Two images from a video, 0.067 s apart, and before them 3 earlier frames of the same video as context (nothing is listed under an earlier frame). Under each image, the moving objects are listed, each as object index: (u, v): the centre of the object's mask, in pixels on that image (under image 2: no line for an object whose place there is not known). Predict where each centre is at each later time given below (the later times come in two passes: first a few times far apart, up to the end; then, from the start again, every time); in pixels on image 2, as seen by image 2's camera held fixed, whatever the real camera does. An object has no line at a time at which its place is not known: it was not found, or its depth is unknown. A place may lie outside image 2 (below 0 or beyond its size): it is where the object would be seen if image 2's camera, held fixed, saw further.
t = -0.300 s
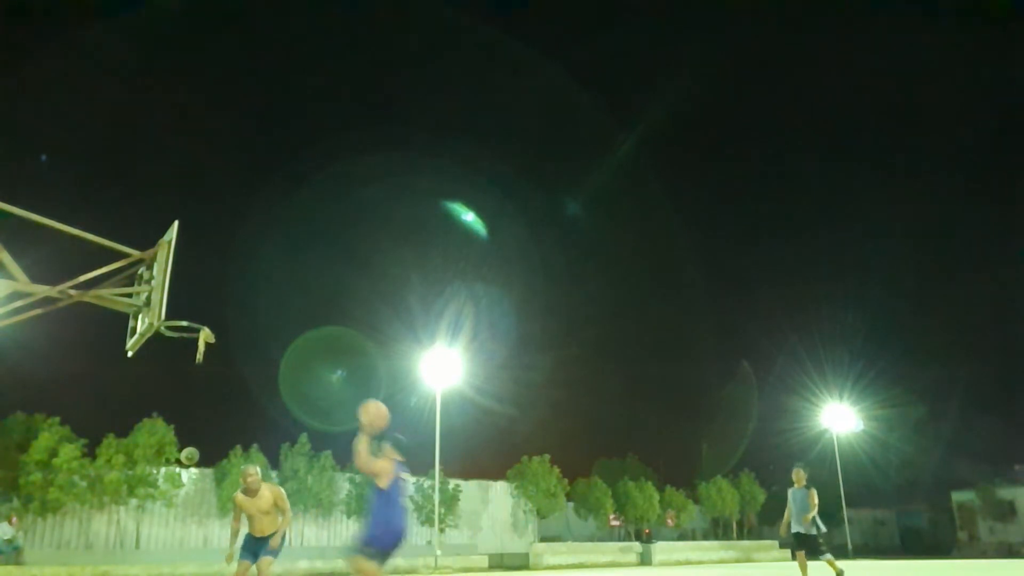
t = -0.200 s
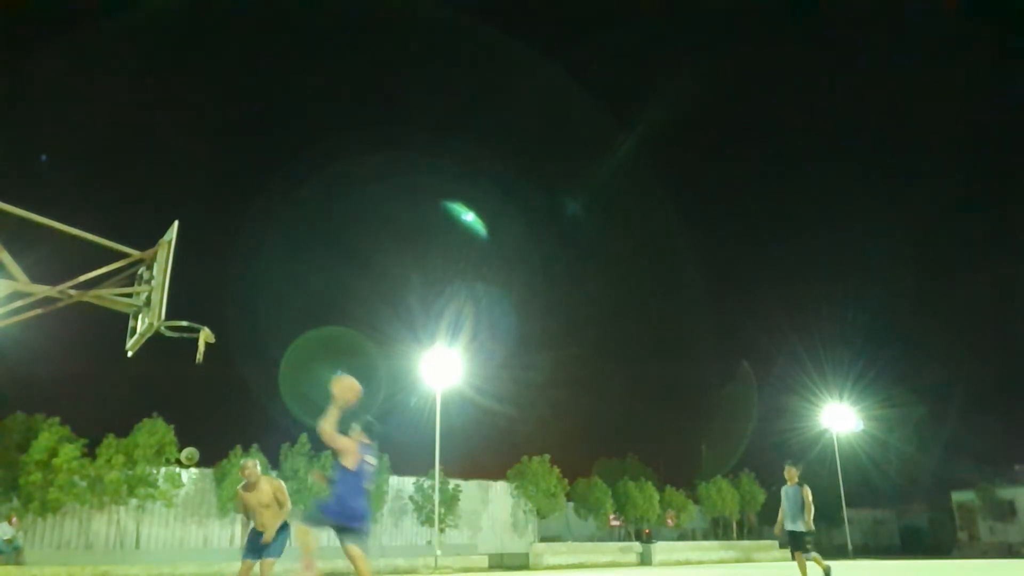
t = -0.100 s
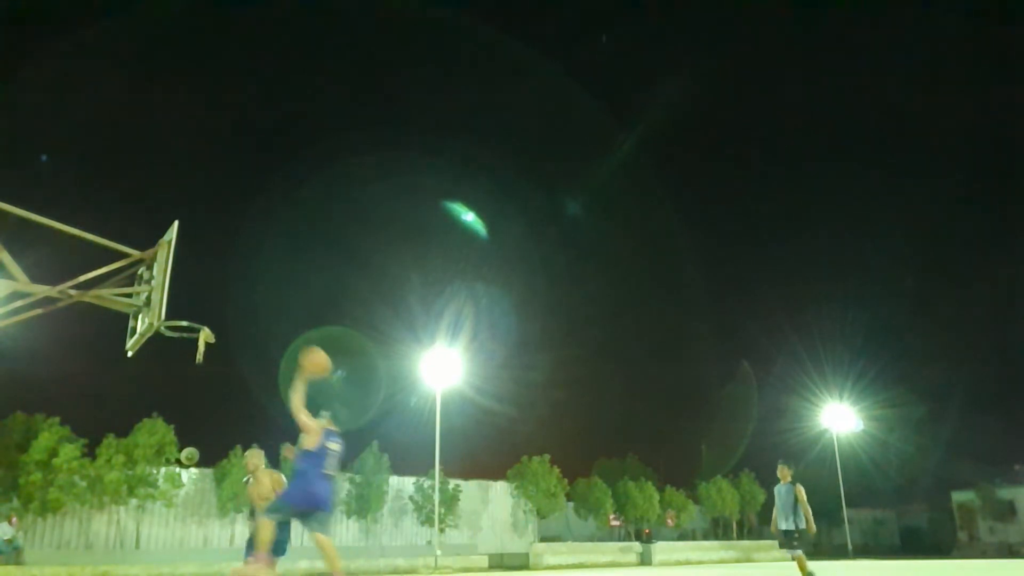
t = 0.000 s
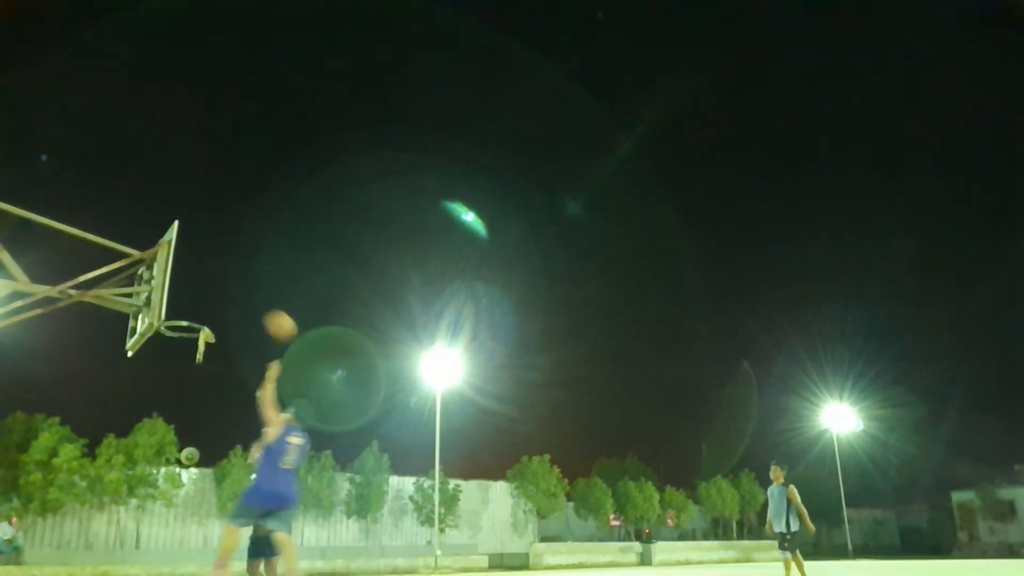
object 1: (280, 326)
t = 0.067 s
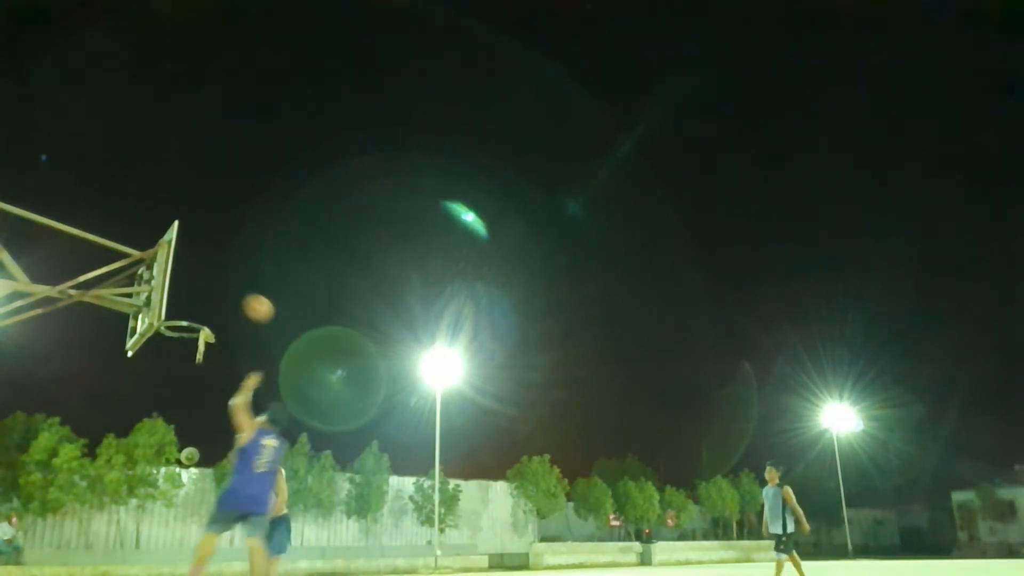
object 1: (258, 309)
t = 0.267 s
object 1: (197, 284)
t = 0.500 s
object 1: (191, 308)
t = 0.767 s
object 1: (175, 344)
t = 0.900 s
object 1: (158, 371)
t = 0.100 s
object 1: (247, 301)
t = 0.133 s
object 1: (237, 296)
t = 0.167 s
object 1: (227, 291)
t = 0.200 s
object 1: (217, 288)
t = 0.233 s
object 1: (207, 285)
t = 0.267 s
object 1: (197, 284)
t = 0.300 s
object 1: (187, 283)
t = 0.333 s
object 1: (180, 284)
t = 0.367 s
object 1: (179, 286)
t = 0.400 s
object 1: (181, 290)
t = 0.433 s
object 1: (185, 295)
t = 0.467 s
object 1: (188, 302)
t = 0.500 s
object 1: (191, 308)
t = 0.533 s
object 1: (195, 314)
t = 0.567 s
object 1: (197, 322)
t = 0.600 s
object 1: (194, 326)
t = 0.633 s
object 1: (192, 330)
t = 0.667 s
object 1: (188, 332)
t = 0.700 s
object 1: (184, 335)
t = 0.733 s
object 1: (179, 339)
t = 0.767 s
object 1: (175, 344)
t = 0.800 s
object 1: (171, 349)
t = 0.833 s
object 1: (168, 355)
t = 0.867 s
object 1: (163, 362)
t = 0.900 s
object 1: (158, 371)
